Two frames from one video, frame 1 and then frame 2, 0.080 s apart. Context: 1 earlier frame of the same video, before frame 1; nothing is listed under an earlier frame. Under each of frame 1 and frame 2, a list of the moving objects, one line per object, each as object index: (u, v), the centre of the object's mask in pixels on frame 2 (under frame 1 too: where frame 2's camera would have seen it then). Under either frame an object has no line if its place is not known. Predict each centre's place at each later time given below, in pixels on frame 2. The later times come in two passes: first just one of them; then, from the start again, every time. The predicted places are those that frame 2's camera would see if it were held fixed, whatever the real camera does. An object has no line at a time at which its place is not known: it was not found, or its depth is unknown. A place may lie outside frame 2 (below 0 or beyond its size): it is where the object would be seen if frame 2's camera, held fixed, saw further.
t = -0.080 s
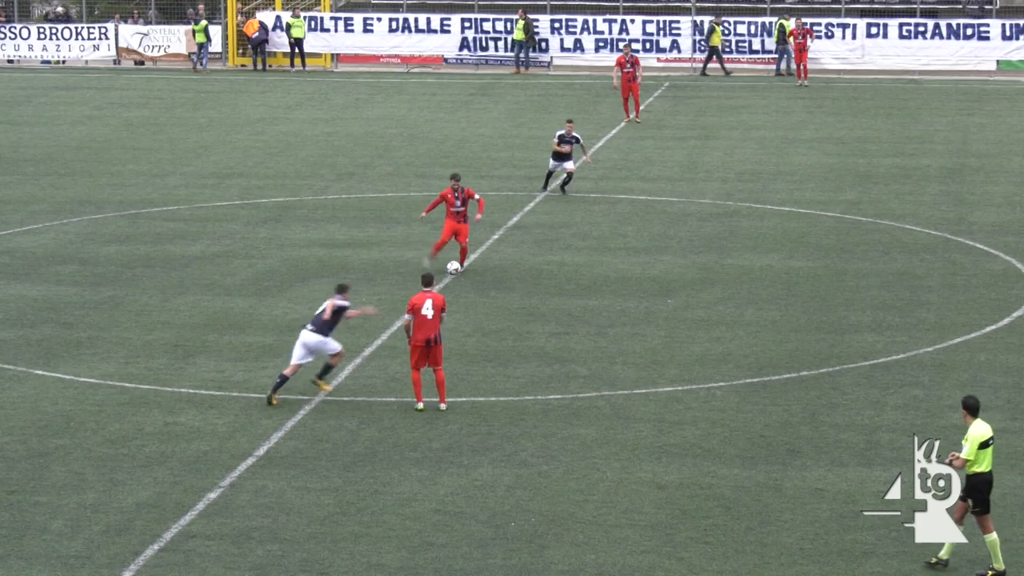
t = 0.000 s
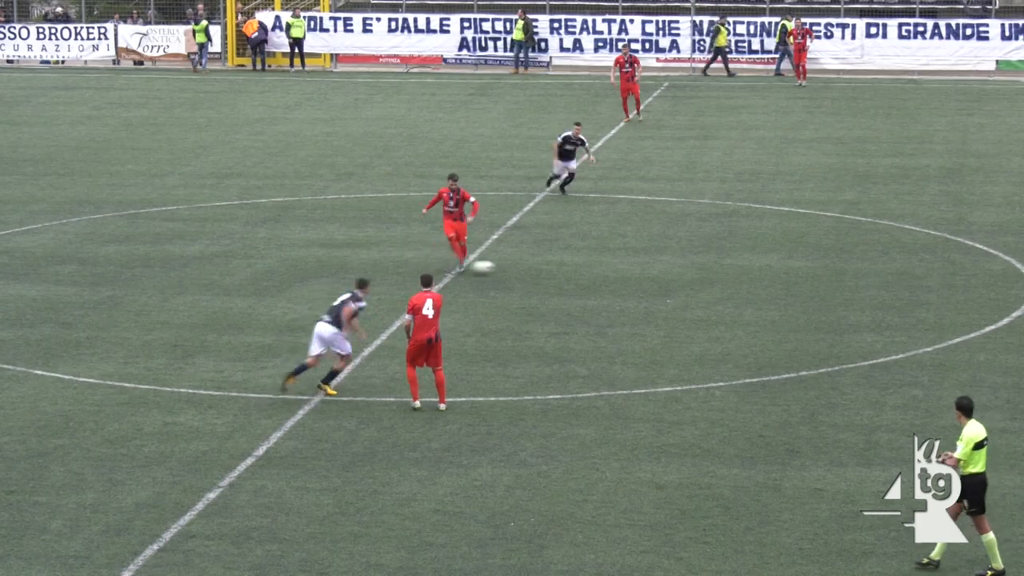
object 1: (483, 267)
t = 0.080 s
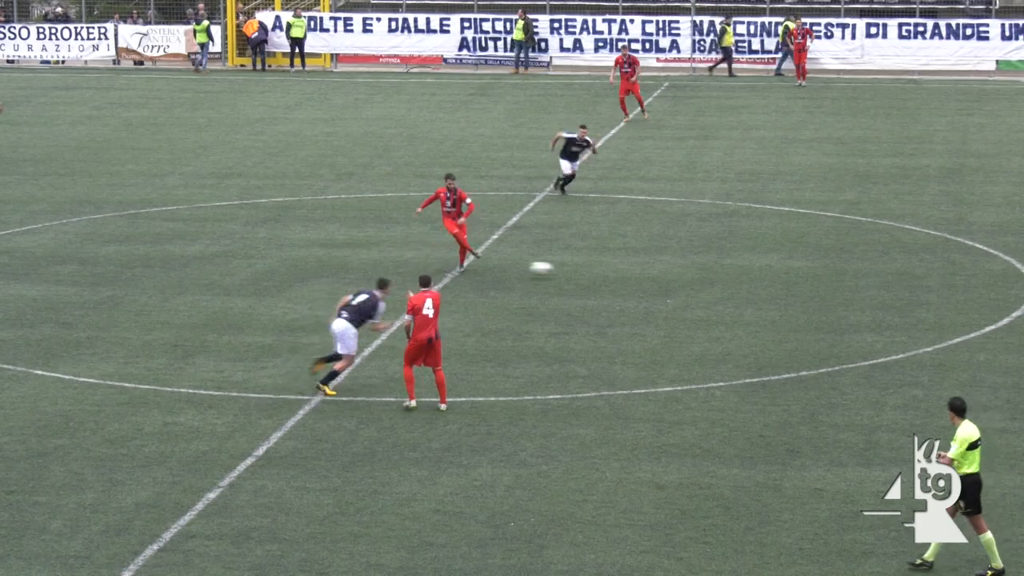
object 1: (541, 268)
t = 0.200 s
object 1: (627, 276)
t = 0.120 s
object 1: (570, 270)
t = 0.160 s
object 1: (599, 274)
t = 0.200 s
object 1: (627, 276)
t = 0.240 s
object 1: (652, 274)
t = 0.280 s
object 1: (677, 274)
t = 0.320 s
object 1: (702, 275)
